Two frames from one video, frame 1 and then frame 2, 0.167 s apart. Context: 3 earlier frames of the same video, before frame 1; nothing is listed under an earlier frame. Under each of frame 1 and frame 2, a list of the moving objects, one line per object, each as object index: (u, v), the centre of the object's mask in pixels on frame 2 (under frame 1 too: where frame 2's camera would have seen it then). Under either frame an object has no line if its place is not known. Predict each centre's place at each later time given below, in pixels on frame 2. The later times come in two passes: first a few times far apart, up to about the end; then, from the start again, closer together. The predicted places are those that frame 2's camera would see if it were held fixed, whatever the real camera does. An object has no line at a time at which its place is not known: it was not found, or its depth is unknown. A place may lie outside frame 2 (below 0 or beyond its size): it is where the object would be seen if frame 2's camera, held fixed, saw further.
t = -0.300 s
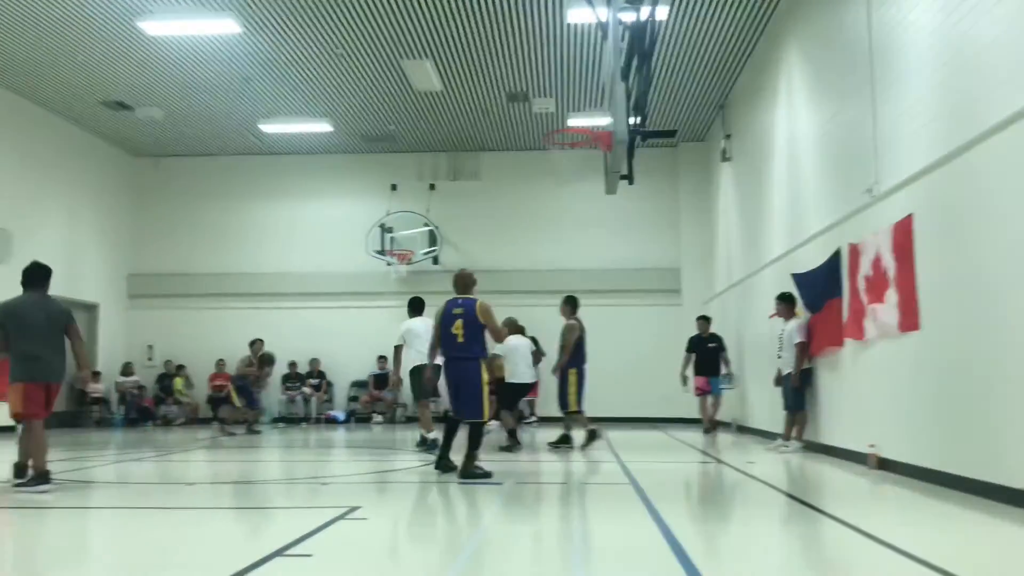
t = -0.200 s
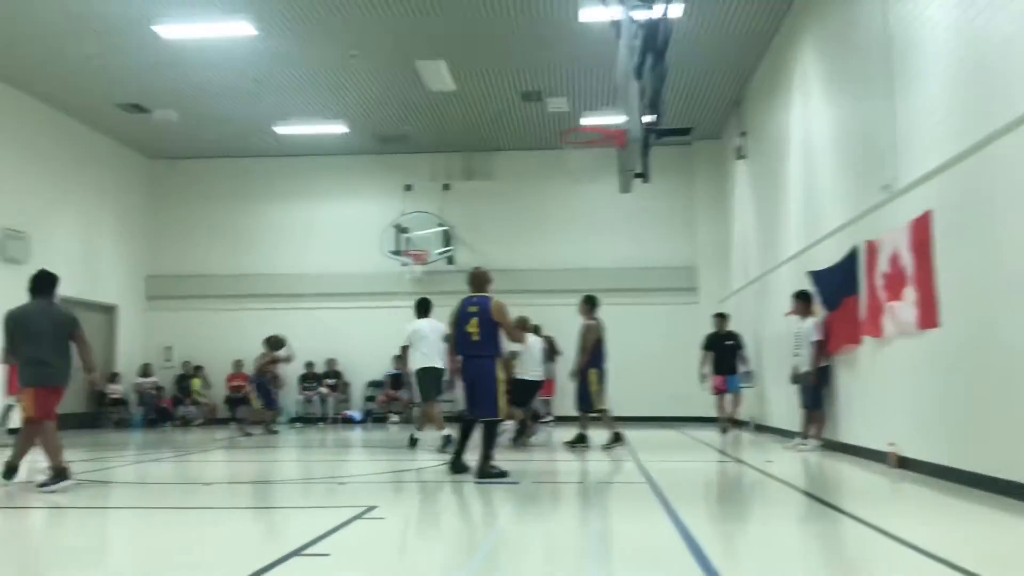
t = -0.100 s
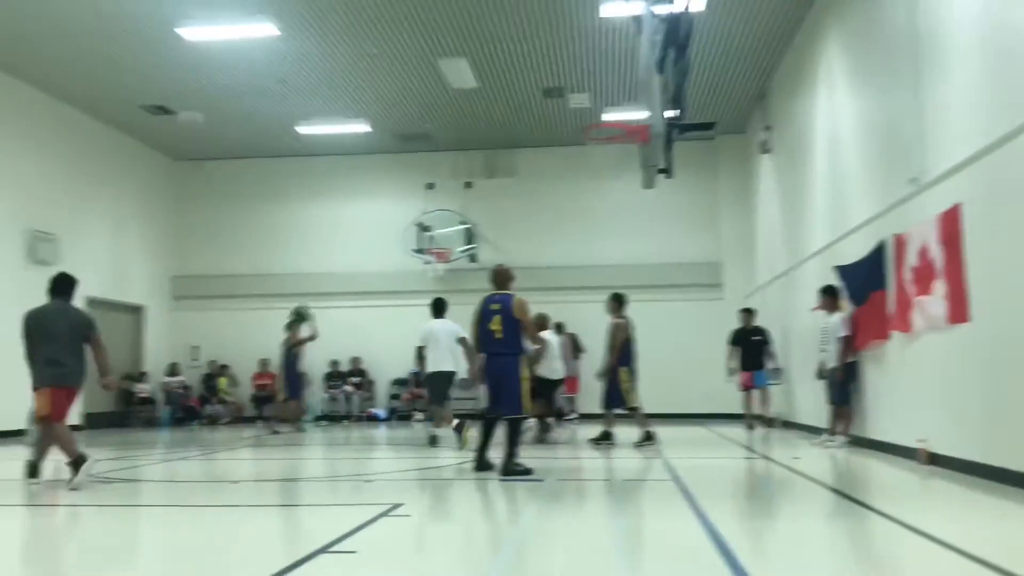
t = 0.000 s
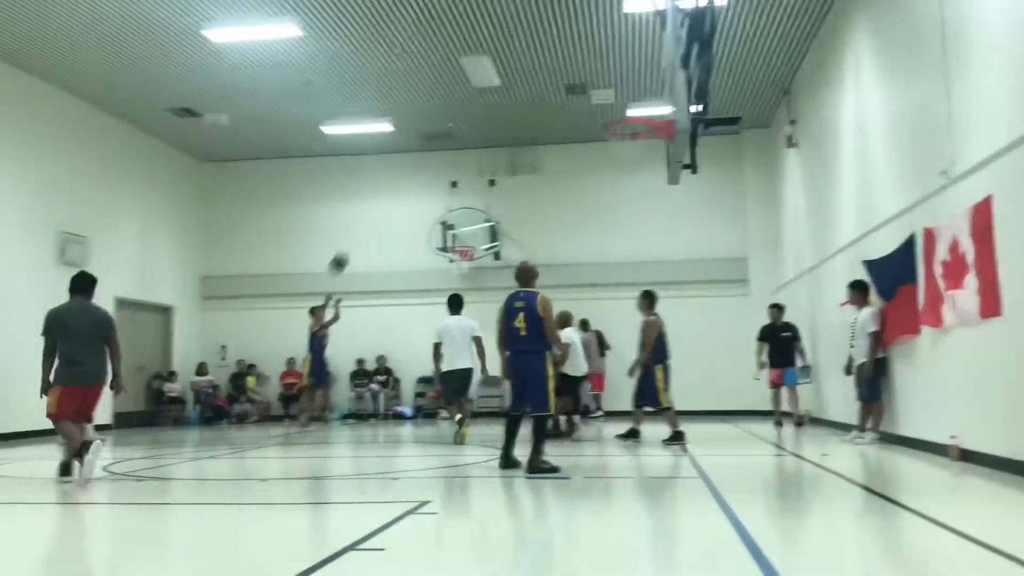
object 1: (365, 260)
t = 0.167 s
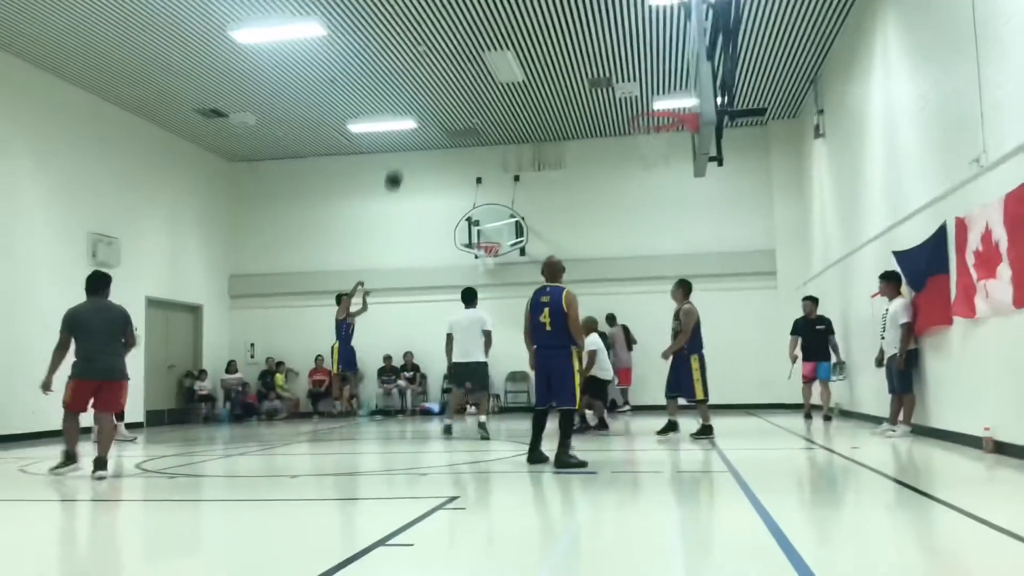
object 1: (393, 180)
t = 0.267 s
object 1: (412, 140)
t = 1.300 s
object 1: (672, 100)
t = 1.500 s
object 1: (655, 79)
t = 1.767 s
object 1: (633, 124)
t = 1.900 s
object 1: (621, 188)
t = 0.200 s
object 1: (399, 166)
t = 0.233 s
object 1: (405, 154)
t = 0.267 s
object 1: (412, 140)
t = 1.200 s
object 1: (664, 63)
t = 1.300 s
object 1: (672, 100)
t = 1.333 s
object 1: (668, 95)
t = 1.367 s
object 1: (666, 89)
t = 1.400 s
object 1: (663, 85)
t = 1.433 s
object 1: (661, 82)
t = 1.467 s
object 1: (658, 80)
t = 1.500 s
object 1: (655, 79)
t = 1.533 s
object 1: (652, 79)
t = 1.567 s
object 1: (649, 81)
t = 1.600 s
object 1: (647, 84)
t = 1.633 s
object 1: (644, 88)
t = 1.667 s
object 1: (641, 95)
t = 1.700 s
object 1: (638, 102)
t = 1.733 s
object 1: (636, 111)
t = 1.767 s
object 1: (633, 124)
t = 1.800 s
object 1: (630, 137)
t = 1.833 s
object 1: (627, 152)
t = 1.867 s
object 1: (624, 169)
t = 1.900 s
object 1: (621, 188)
